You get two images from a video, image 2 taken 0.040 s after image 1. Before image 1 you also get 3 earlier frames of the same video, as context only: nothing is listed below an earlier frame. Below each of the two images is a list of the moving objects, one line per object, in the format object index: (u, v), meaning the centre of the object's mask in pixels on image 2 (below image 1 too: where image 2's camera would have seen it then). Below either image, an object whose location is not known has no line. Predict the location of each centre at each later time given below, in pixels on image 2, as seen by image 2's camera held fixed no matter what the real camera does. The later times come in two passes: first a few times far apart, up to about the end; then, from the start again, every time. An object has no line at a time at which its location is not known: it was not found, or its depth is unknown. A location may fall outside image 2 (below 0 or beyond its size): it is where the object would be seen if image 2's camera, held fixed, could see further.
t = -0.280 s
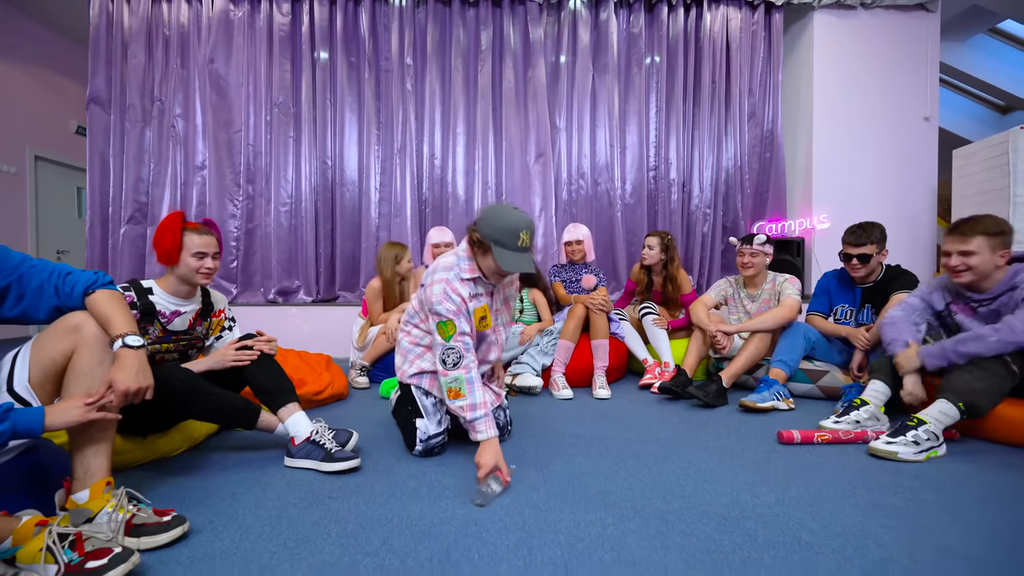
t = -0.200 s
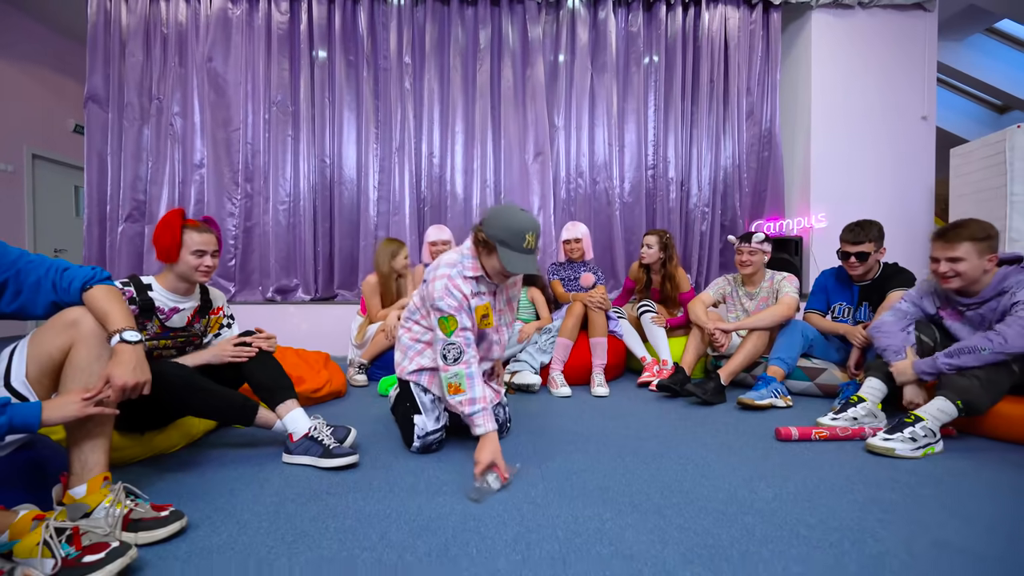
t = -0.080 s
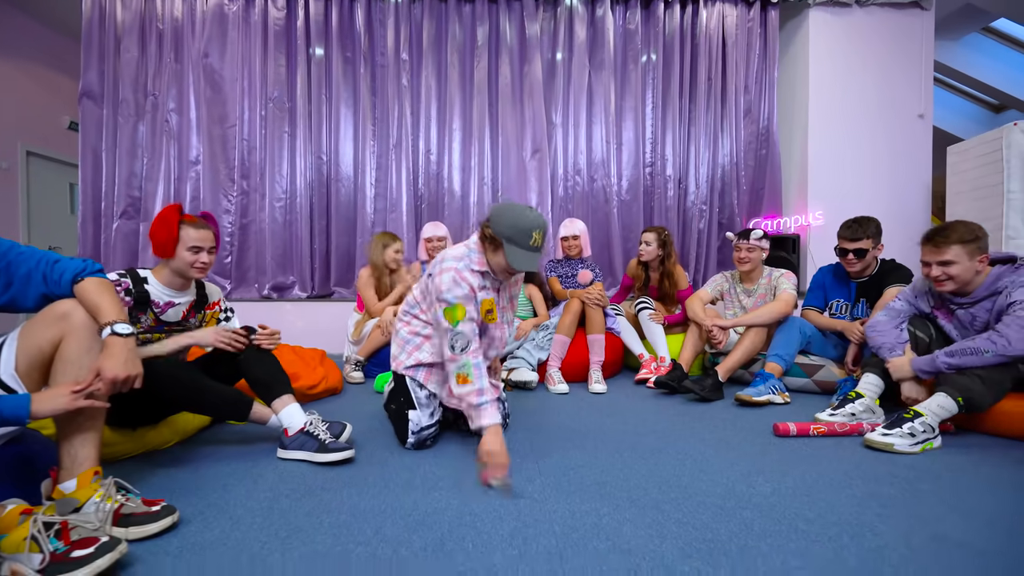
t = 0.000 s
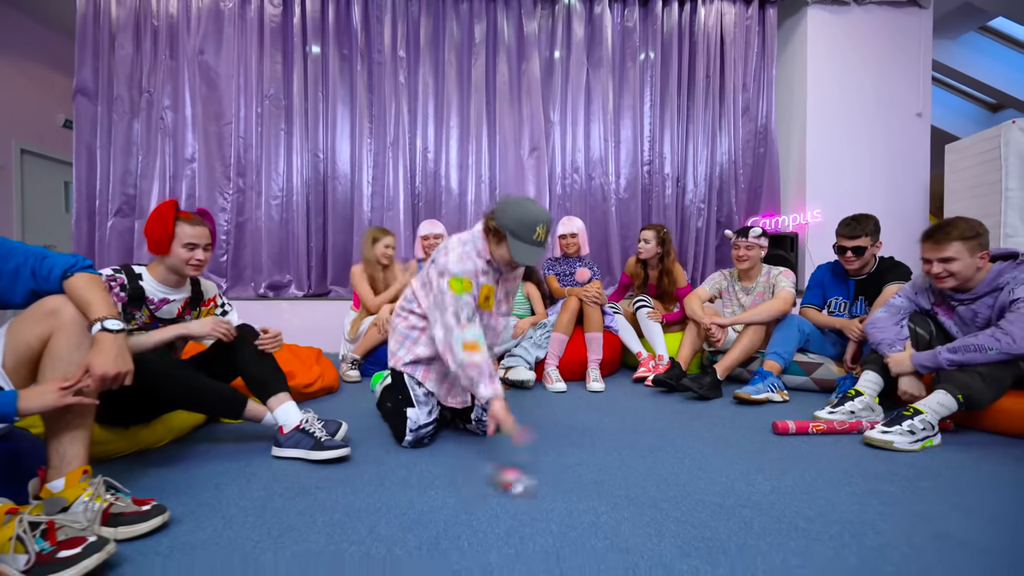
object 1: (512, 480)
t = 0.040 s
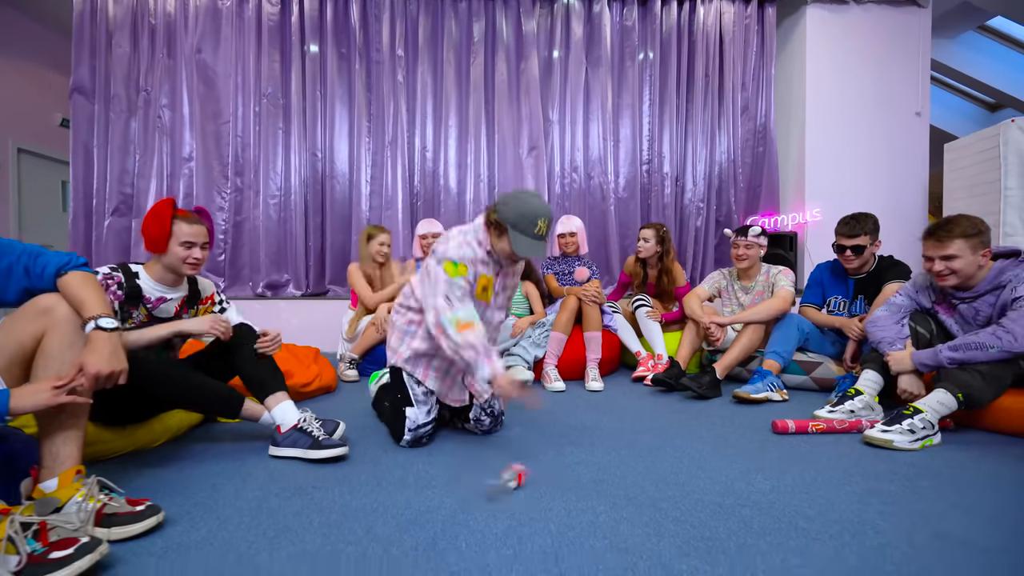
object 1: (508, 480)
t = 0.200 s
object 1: (520, 484)
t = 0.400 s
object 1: (532, 484)
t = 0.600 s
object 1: (542, 485)
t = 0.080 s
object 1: (513, 480)
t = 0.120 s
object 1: (514, 481)
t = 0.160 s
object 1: (522, 482)
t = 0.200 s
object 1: (520, 484)
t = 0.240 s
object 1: (524, 485)
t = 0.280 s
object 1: (522, 485)
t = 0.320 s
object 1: (530, 488)
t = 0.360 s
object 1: (536, 485)
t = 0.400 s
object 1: (532, 484)
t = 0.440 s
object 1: (533, 487)
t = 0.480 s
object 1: (533, 484)
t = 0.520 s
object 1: (531, 487)
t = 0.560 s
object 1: (538, 489)
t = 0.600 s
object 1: (542, 485)
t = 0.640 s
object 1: (535, 485)
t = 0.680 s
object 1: (538, 485)
